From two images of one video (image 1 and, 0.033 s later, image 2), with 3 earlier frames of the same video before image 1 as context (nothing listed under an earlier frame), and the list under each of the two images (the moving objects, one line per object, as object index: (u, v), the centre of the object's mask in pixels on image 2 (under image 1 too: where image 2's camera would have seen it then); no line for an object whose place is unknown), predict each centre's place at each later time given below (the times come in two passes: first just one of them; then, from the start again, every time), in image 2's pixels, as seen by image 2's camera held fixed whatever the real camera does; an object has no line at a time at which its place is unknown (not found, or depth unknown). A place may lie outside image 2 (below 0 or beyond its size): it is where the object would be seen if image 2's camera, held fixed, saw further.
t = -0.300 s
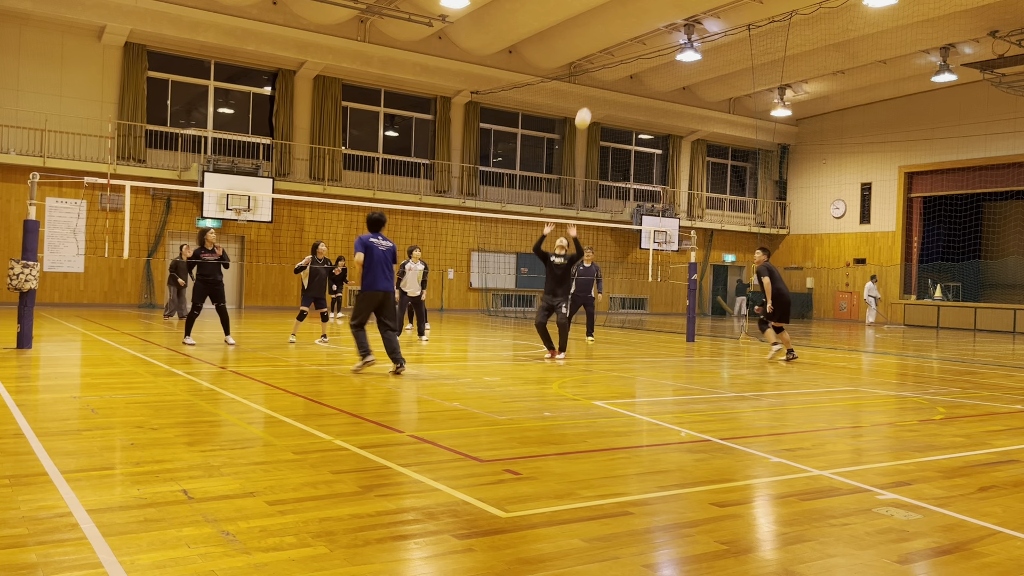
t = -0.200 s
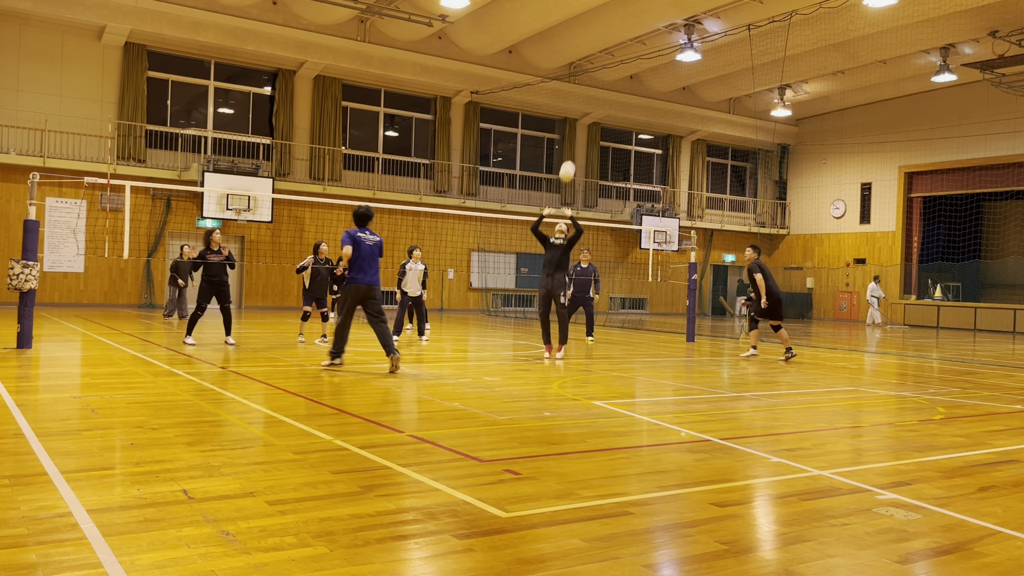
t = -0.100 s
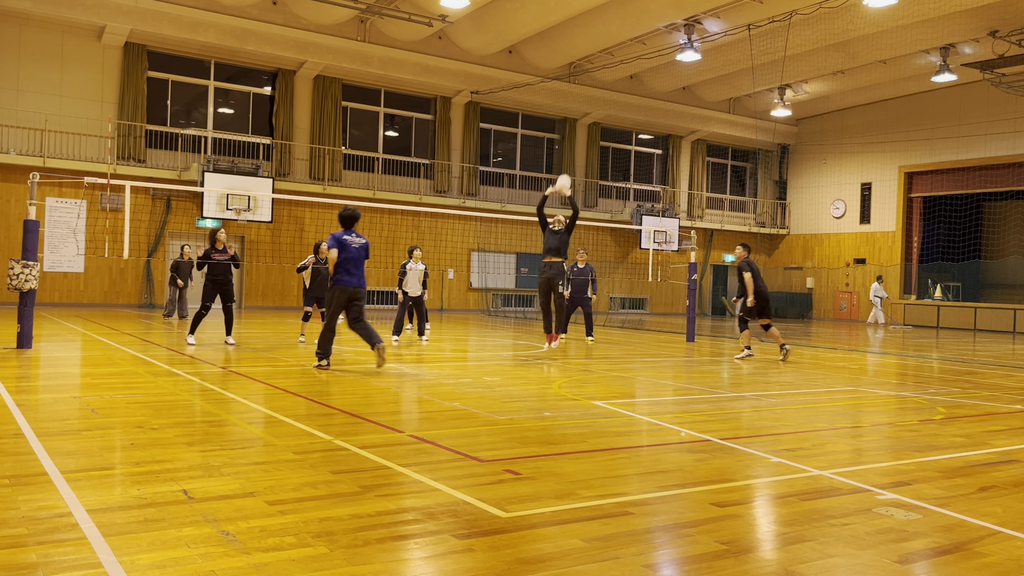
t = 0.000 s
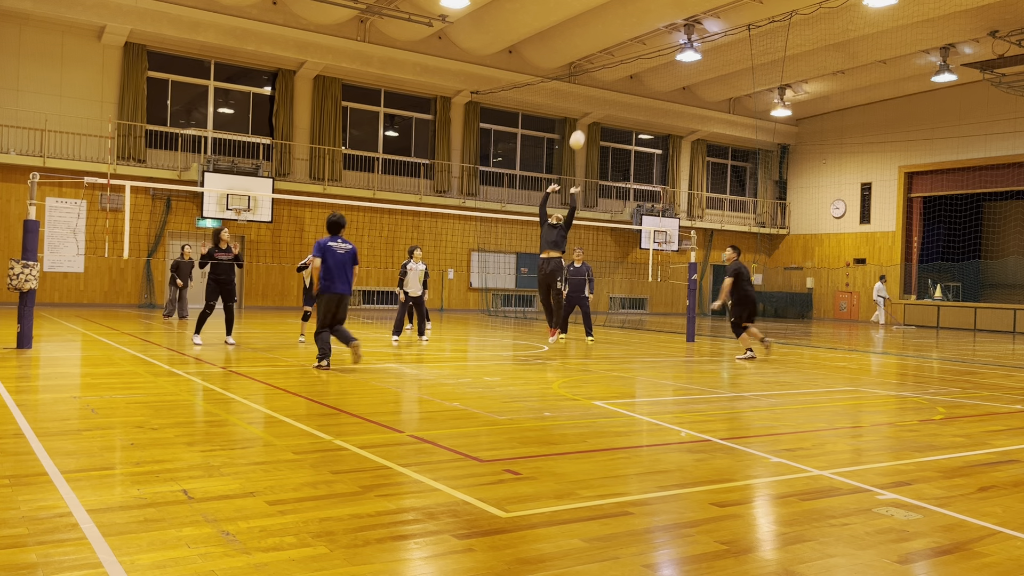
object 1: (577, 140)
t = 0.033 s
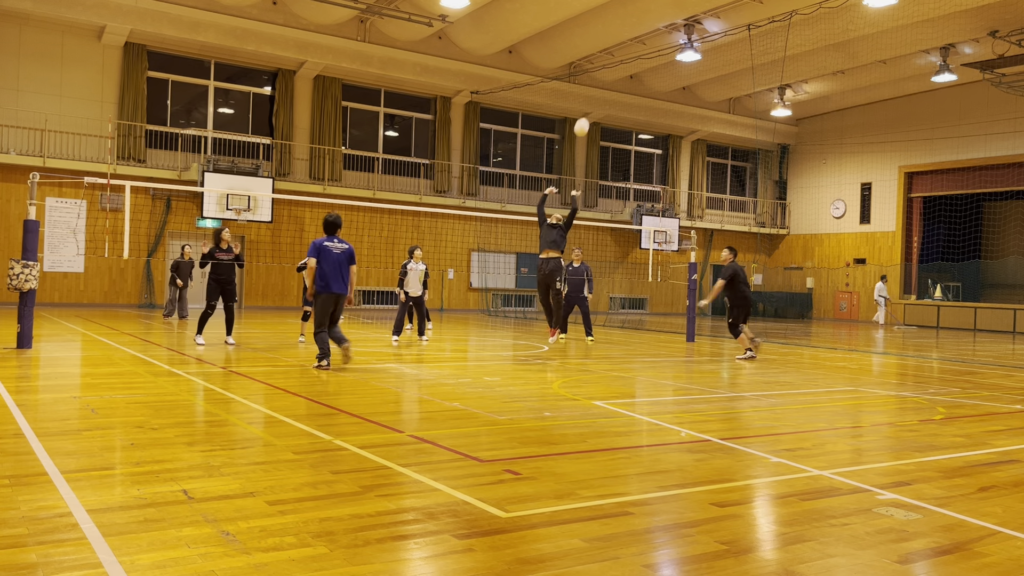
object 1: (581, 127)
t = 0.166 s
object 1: (599, 86)
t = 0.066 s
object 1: (586, 116)
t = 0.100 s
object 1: (590, 105)
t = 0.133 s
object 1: (594, 95)
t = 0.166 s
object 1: (599, 86)
